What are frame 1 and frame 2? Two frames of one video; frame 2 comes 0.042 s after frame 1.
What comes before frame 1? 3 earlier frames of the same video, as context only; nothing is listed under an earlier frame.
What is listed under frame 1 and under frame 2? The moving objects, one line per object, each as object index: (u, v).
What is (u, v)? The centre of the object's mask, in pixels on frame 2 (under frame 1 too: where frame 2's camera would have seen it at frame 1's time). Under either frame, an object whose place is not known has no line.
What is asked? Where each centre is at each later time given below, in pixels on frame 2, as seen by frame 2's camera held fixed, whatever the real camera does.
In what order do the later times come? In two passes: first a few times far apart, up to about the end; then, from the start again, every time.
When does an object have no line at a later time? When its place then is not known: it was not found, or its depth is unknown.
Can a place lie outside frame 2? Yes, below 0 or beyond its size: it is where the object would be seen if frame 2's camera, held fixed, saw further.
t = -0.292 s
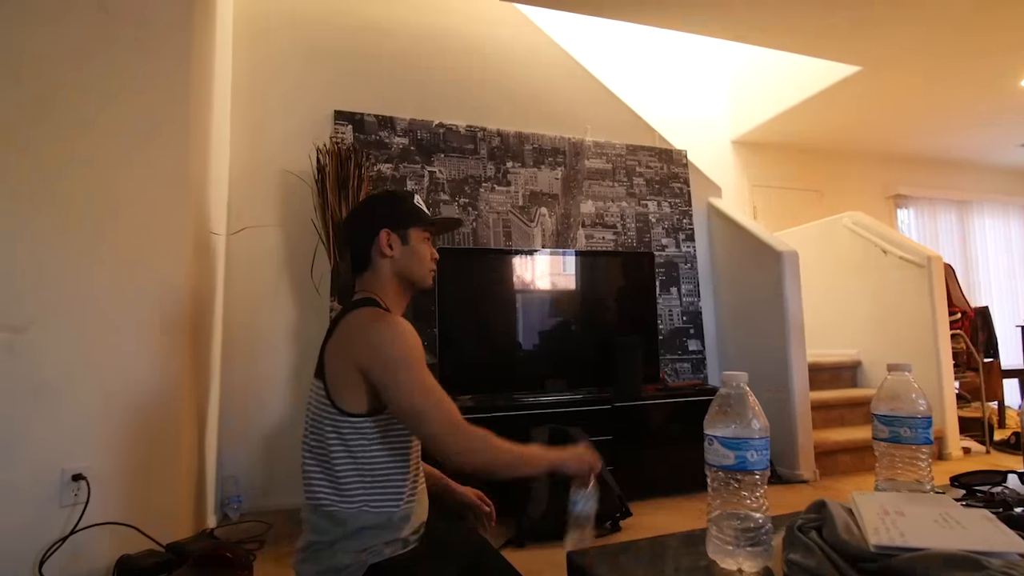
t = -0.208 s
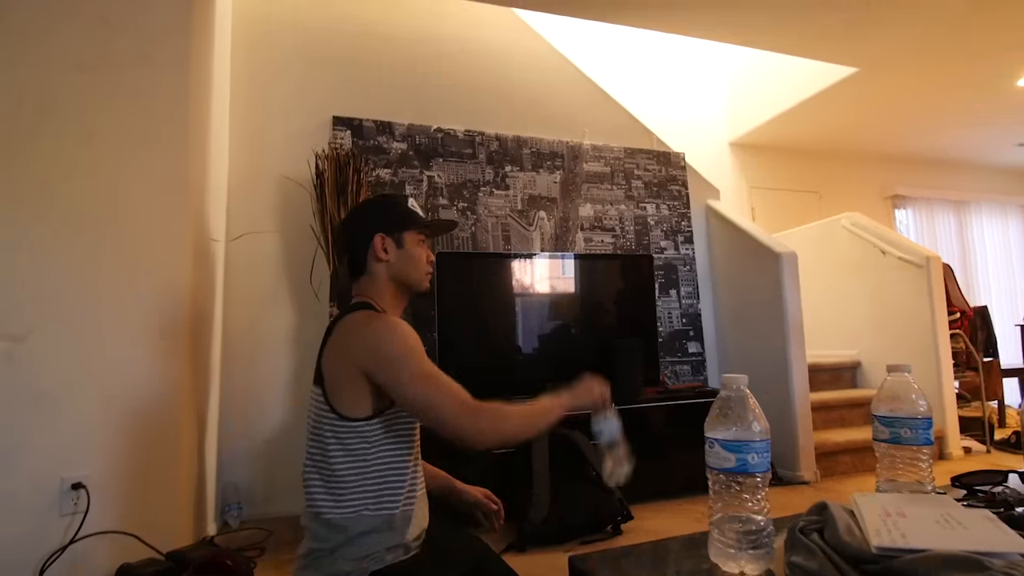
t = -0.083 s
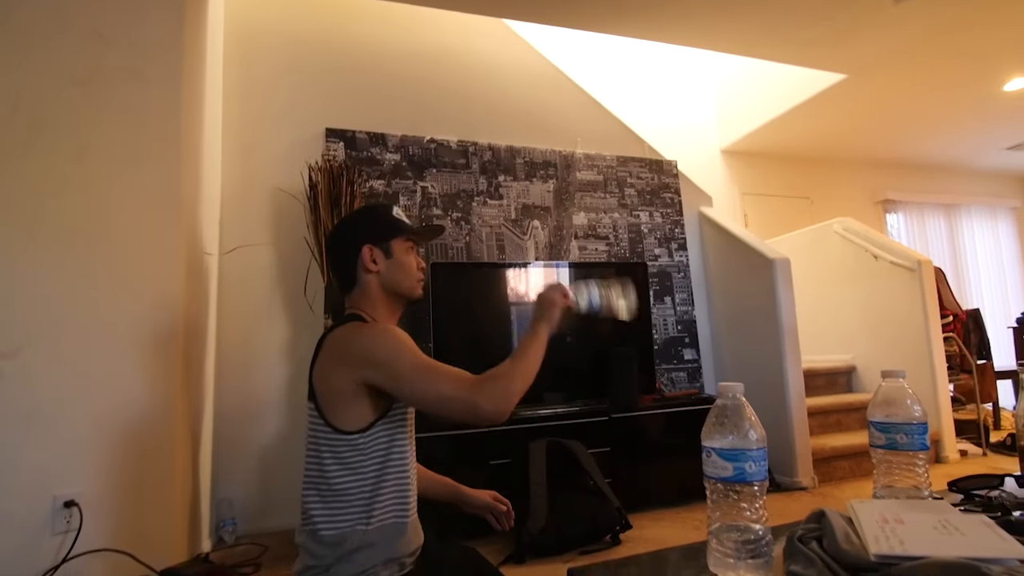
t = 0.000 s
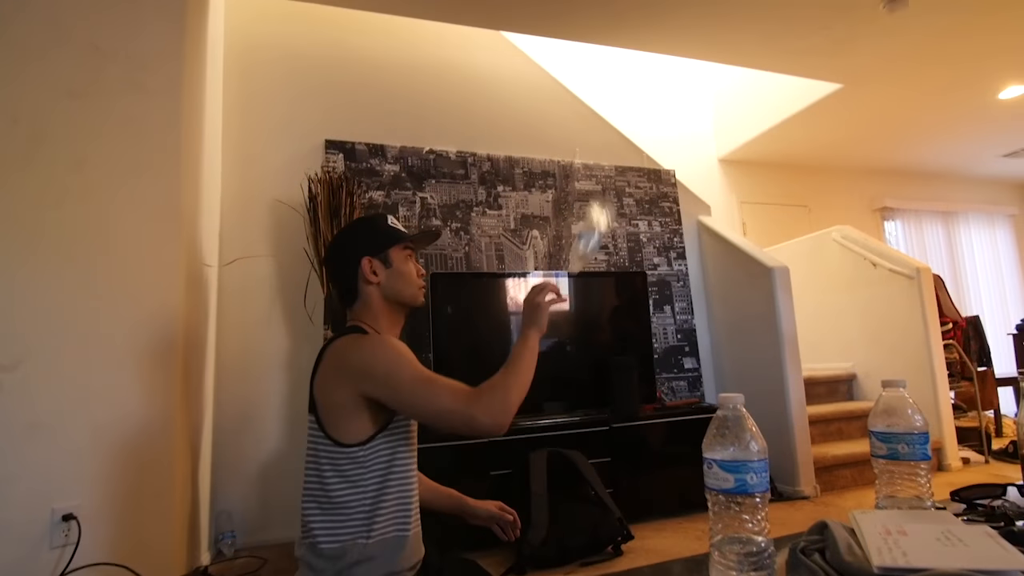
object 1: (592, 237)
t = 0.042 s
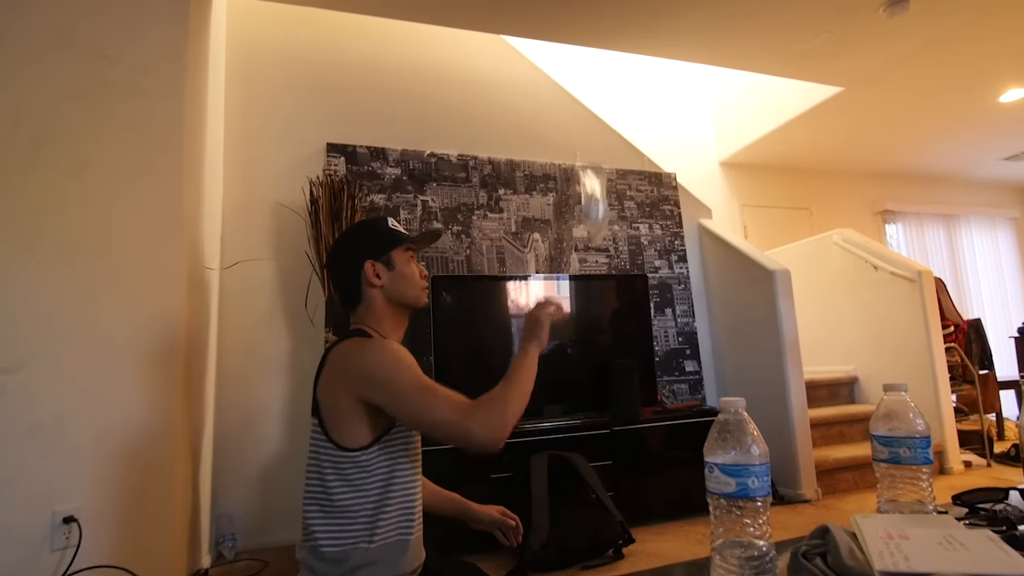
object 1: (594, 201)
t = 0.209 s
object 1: (577, 97)
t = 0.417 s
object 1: (536, 120)
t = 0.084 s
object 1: (595, 170)
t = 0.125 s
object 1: (589, 138)
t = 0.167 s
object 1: (586, 116)
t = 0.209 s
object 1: (577, 97)
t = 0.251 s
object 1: (567, 87)
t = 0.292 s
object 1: (558, 84)
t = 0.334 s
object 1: (550, 90)
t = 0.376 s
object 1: (543, 102)
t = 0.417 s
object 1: (536, 120)
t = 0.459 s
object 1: (529, 149)
